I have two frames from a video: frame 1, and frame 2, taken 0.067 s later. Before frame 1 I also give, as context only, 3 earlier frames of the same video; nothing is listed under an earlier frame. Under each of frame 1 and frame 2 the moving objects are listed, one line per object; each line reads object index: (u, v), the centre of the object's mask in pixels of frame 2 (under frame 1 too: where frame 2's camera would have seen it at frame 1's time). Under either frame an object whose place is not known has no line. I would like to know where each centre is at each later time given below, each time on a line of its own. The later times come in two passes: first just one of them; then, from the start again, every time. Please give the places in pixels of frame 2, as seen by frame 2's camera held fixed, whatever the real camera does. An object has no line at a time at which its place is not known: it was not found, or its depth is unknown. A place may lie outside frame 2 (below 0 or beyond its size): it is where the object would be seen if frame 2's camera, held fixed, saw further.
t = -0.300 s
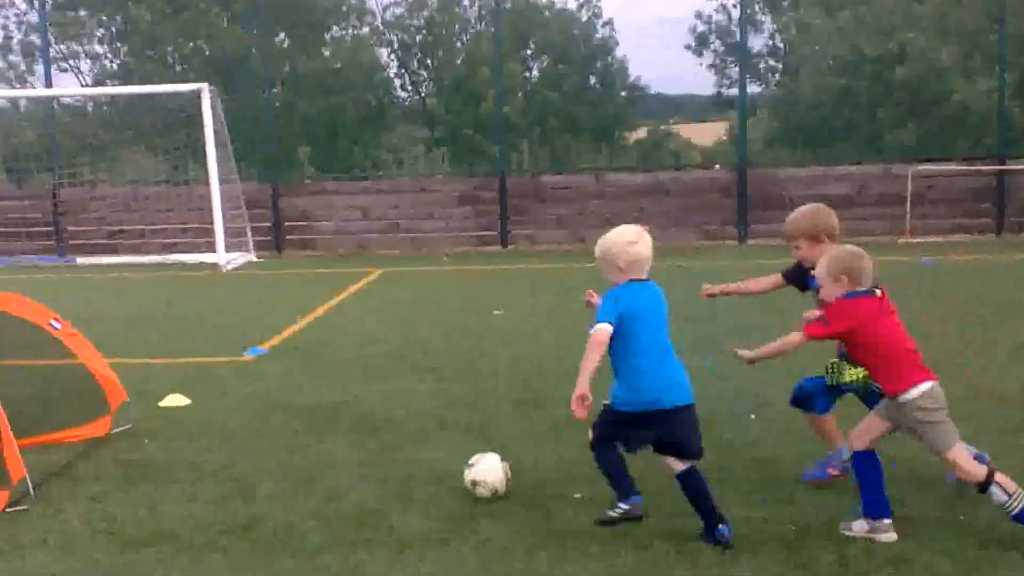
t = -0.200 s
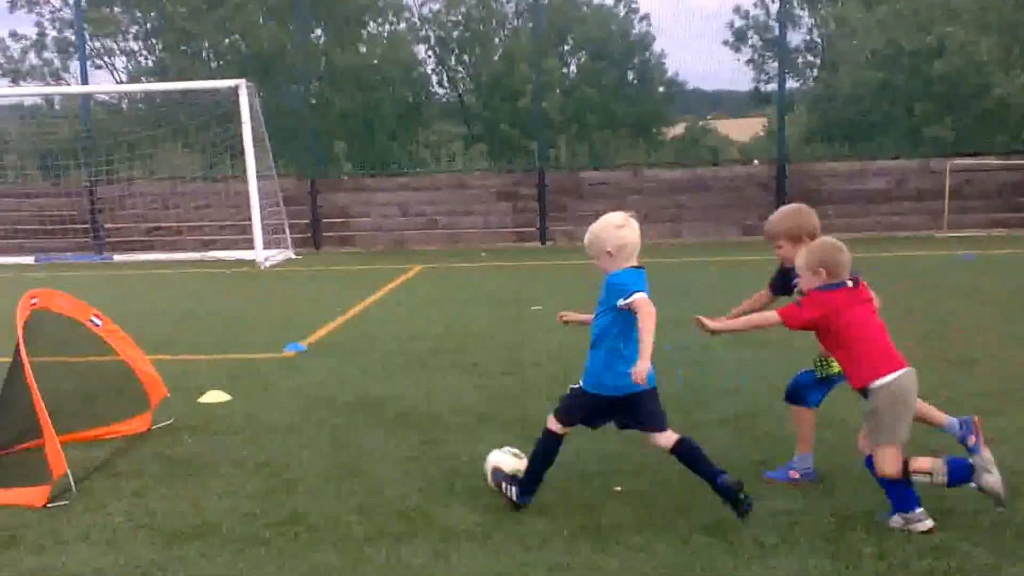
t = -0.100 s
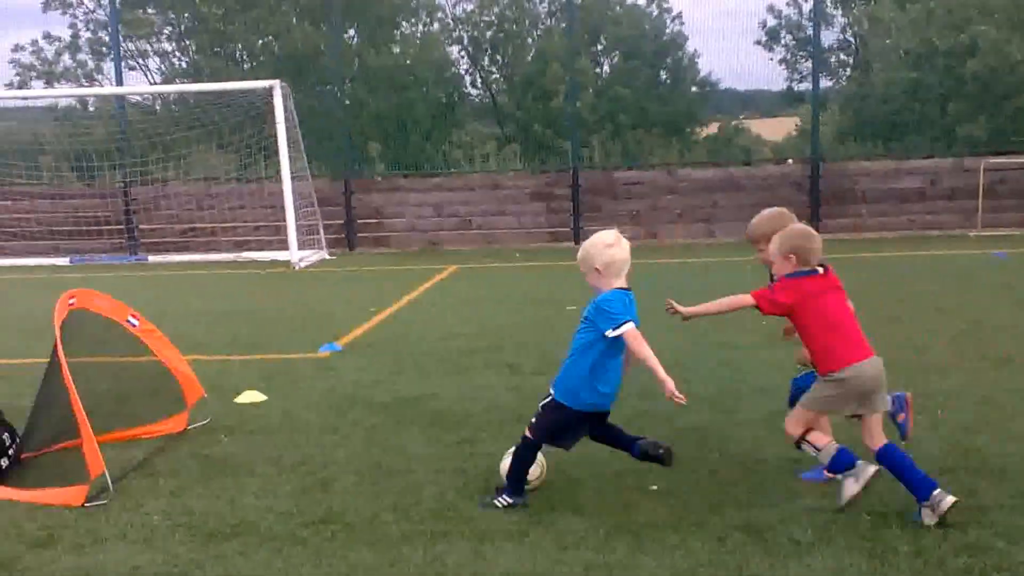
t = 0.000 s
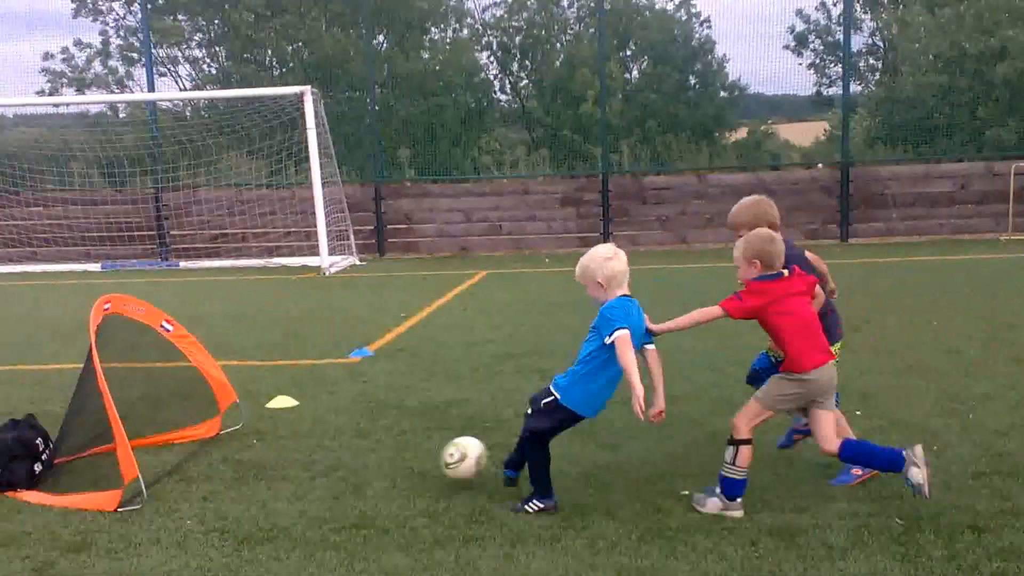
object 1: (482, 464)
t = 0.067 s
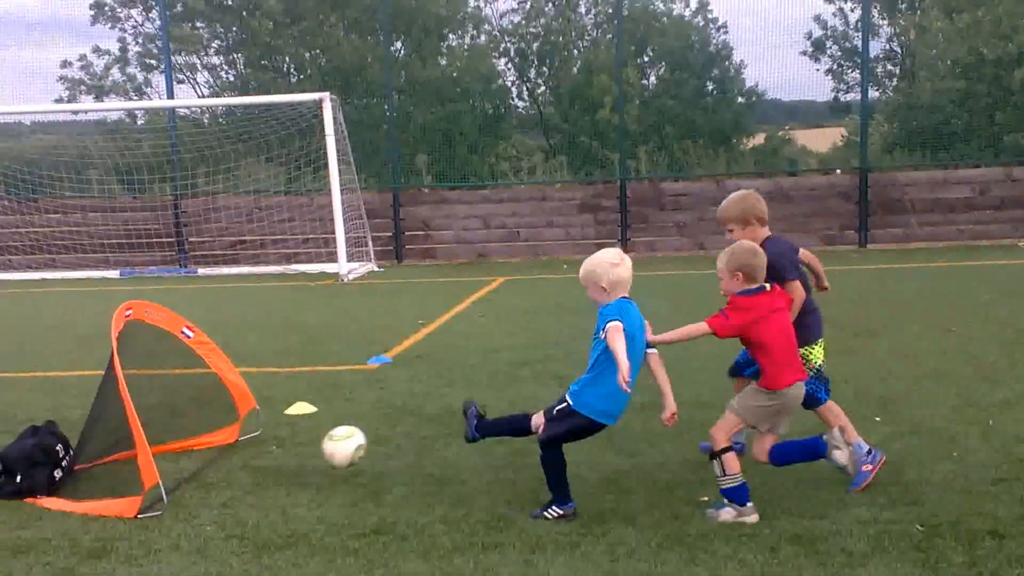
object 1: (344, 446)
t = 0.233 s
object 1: (78, 445)
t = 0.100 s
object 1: (277, 441)
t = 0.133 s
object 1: (211, 439)
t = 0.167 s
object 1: (149, 439)
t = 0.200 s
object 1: (85, 444)
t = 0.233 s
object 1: (78, 445)
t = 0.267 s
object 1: (80, 448)
